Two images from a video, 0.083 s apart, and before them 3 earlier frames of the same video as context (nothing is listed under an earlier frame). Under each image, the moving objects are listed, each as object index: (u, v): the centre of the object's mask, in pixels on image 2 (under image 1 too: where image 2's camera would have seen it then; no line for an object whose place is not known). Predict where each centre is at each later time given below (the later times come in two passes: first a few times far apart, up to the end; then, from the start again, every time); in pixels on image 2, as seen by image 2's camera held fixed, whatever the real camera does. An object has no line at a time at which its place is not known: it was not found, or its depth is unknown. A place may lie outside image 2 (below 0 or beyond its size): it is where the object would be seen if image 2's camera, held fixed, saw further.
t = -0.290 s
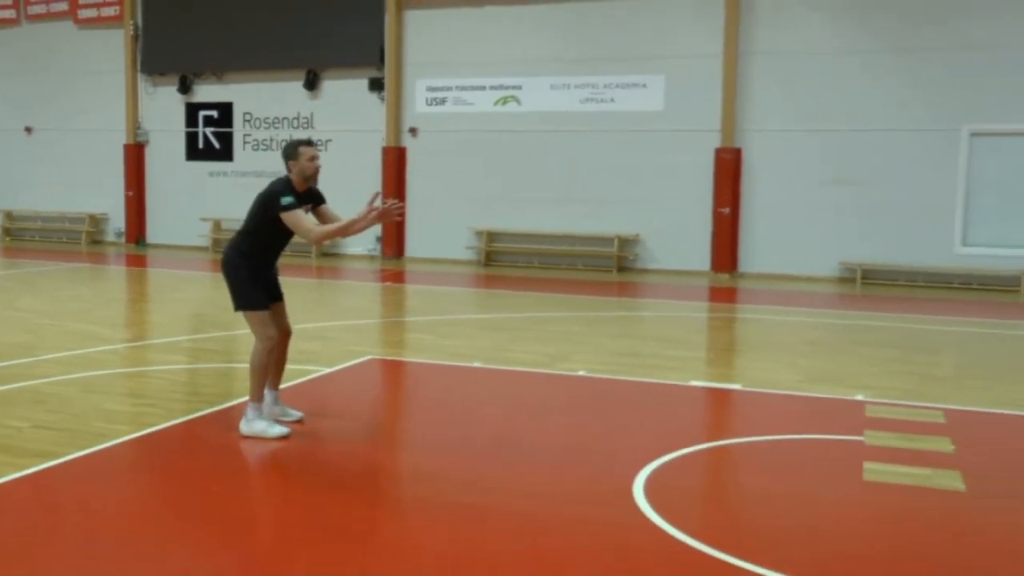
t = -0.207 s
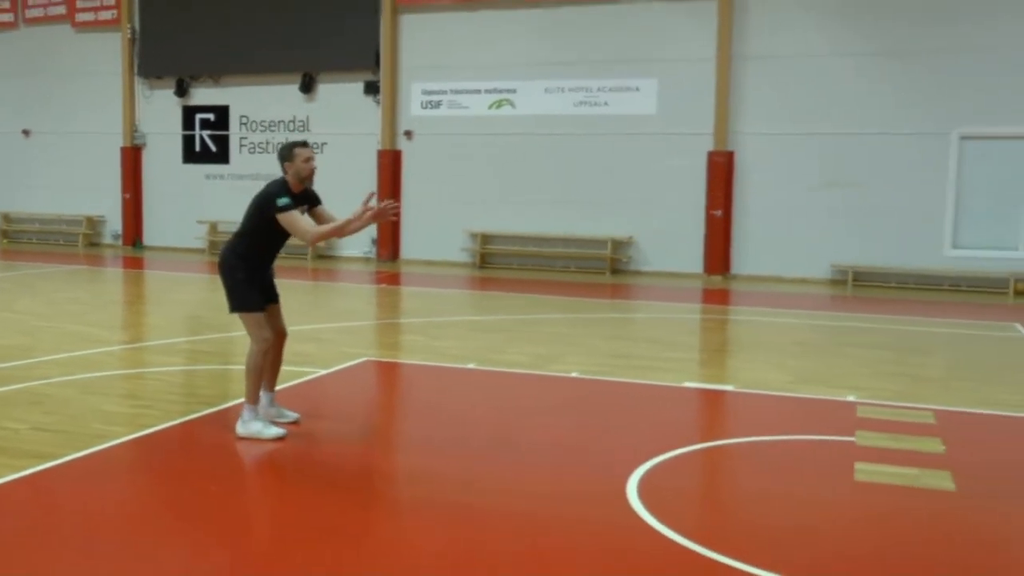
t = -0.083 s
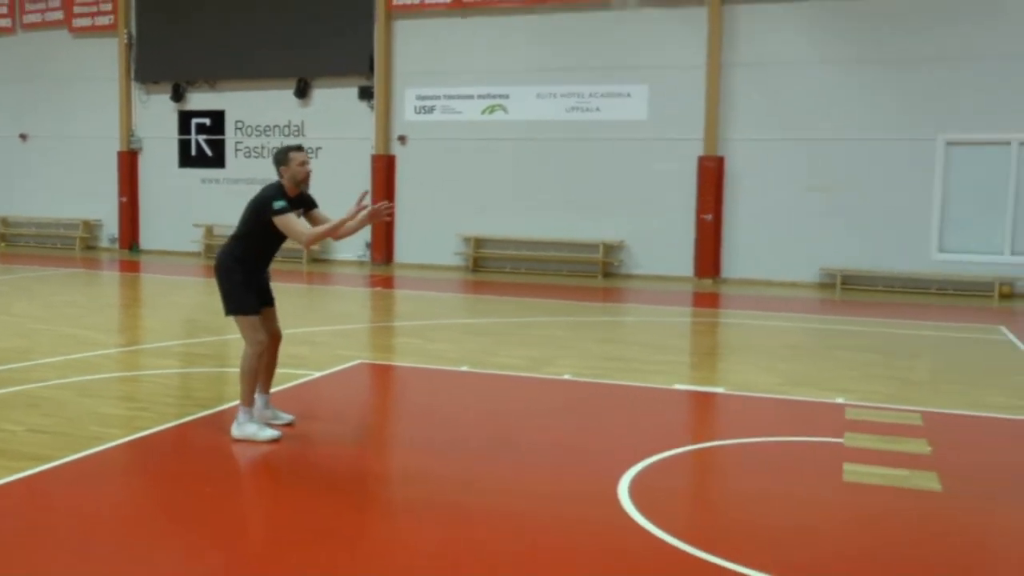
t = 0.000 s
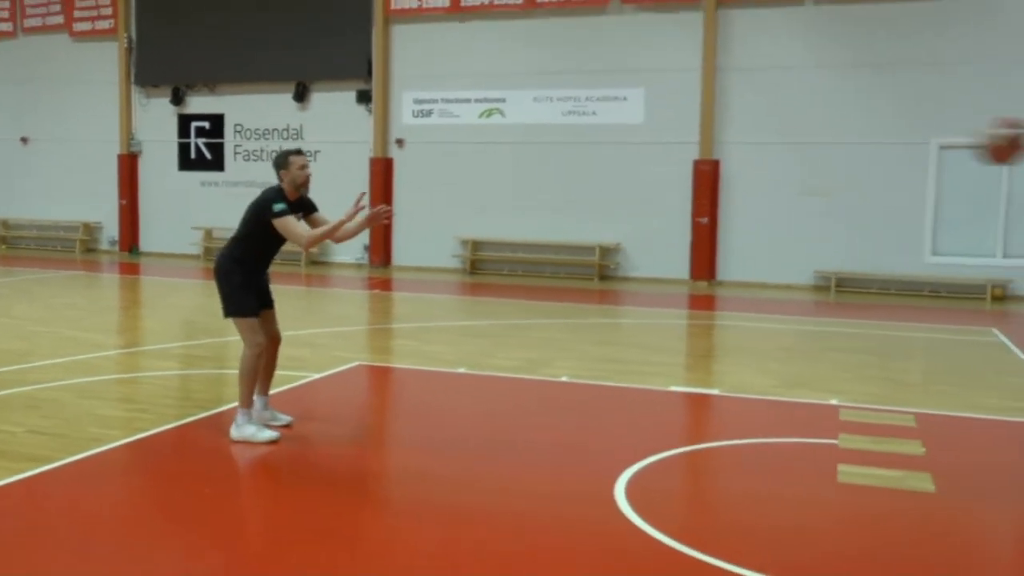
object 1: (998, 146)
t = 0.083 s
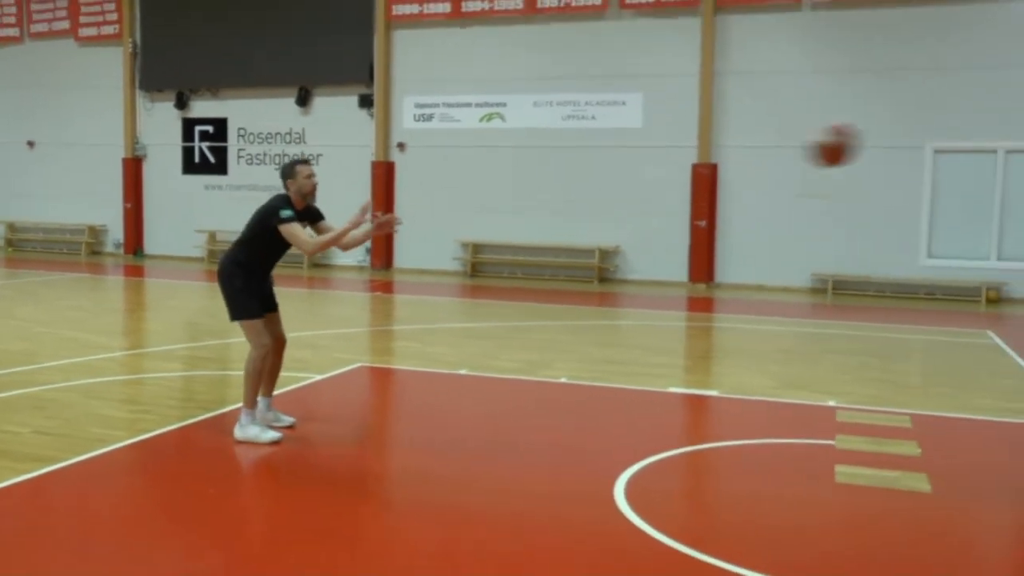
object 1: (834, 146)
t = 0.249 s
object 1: (635, 182)
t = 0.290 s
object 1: (590, 198)
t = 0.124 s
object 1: (783, 151)
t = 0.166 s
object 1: (733, 159)
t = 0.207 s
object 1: (679, 169)
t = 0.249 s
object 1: (635, 182)
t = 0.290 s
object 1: (590, 198)
